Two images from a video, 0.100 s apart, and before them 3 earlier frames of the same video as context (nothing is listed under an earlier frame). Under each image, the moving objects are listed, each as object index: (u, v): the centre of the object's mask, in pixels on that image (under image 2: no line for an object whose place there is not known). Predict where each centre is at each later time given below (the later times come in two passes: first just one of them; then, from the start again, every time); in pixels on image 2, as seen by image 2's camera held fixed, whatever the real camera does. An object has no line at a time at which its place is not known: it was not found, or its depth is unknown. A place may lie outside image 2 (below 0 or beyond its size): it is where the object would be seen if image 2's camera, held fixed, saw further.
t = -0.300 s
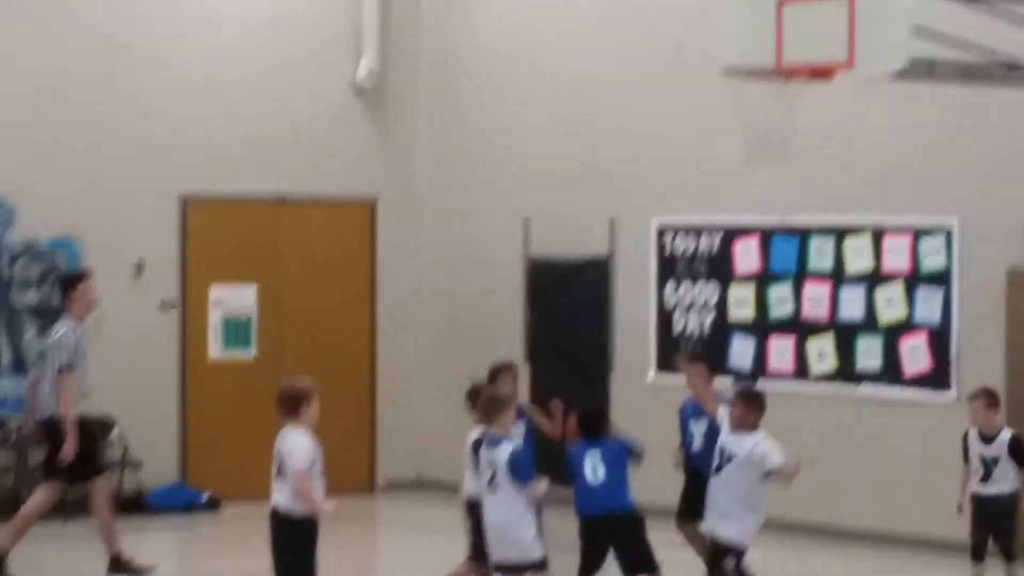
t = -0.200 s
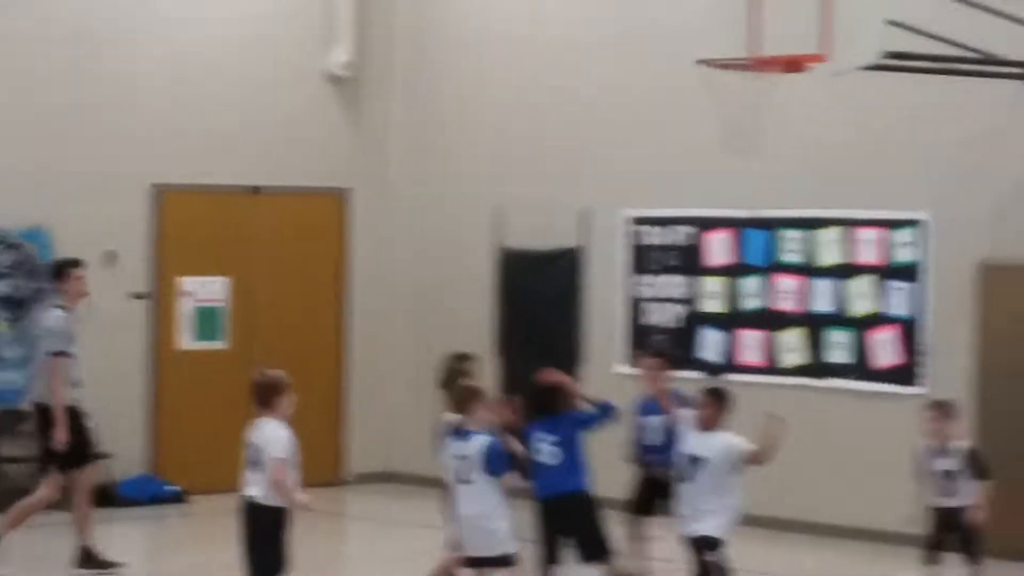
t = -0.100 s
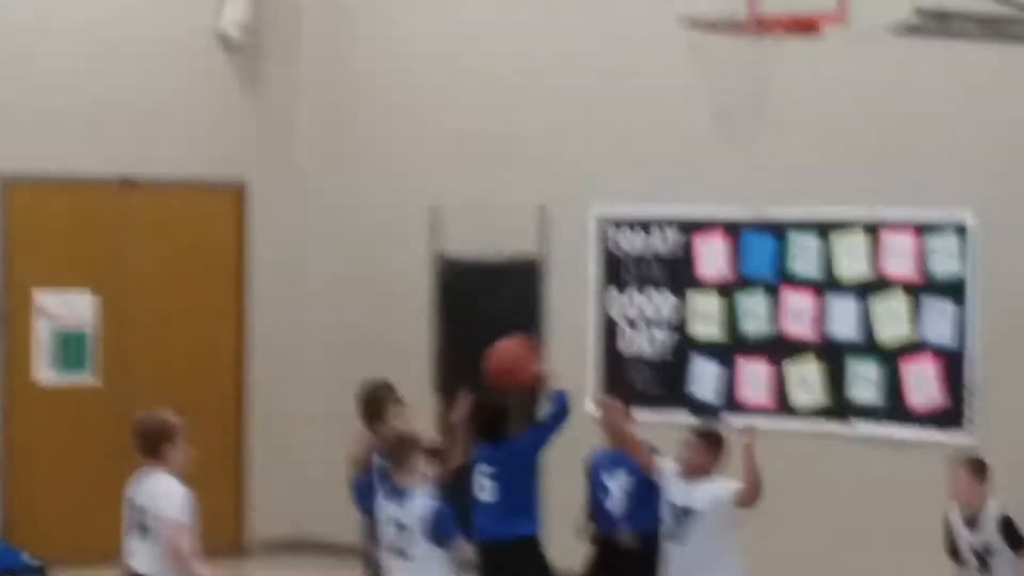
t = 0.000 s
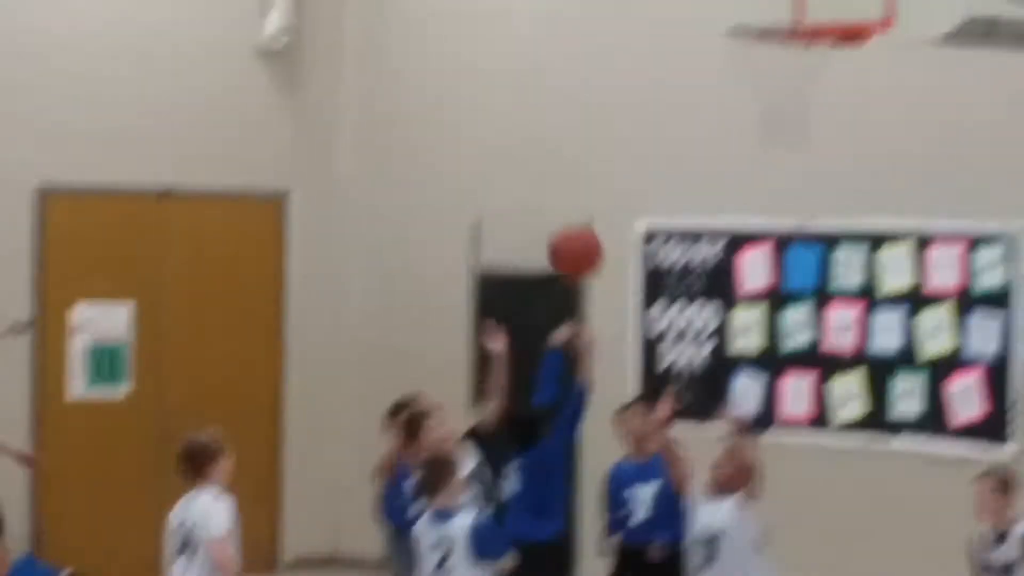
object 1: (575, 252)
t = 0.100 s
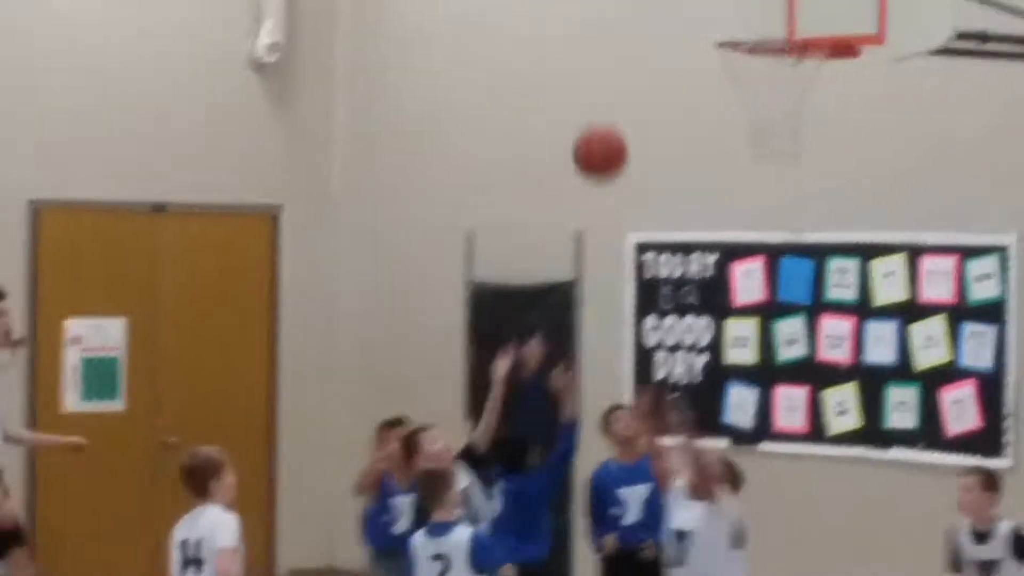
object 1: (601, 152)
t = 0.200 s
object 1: (632, 64)
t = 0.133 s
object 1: (611, 120)
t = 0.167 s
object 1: (622, 91)
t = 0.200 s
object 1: (632, 64)
